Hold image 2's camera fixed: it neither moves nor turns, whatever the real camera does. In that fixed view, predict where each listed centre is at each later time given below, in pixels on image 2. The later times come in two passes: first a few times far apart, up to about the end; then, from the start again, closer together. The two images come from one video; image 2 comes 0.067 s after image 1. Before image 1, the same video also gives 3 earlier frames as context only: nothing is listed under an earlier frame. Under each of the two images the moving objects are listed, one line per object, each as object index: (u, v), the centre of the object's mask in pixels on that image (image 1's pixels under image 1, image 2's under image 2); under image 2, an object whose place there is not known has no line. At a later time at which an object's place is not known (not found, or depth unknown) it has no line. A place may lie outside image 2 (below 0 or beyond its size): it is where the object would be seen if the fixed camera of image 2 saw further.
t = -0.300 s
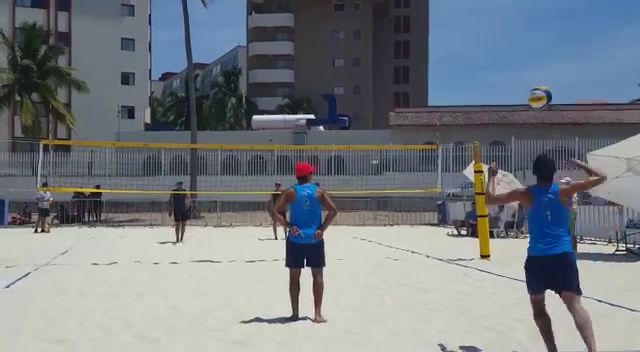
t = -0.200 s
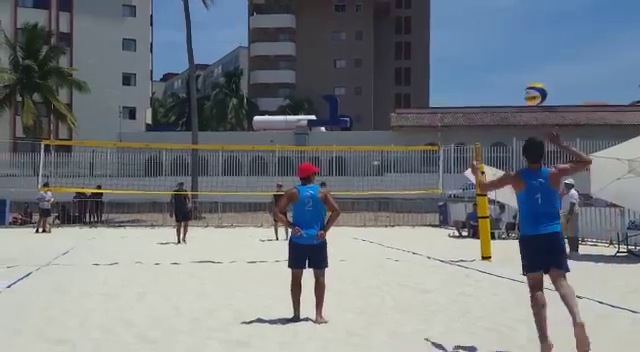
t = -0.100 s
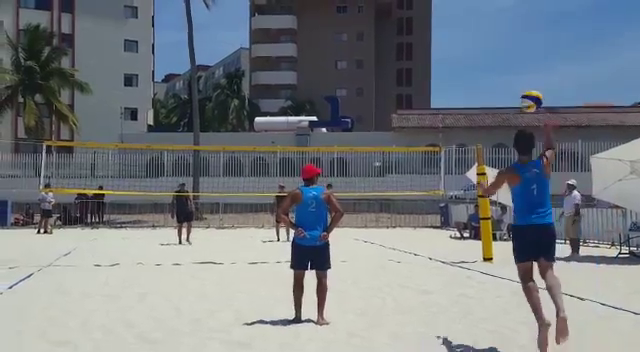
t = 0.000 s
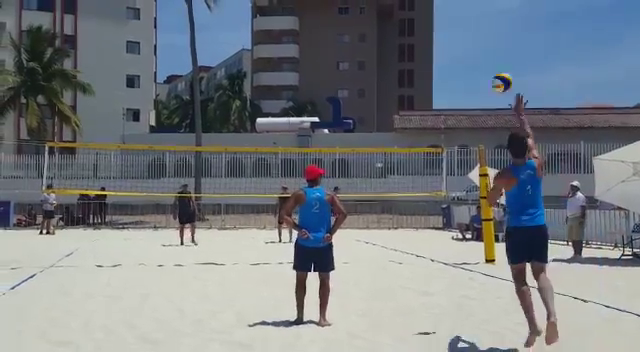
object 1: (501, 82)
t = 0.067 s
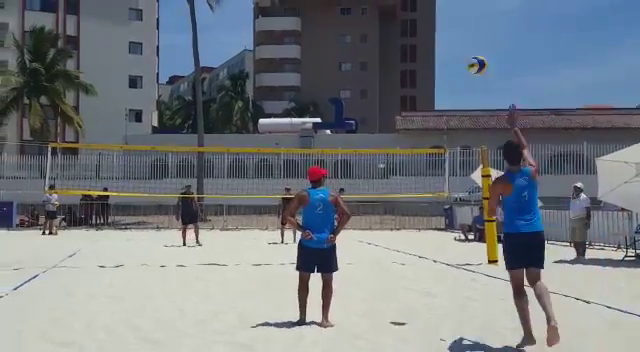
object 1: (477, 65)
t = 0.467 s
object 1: (380, 51)
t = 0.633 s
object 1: (356, 74)
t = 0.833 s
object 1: (334, 112)
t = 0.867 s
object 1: (330, 120)
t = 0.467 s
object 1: (380, 51)
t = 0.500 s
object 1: (375, 55)
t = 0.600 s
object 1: (360, 69)
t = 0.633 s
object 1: (356, 74)
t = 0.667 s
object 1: (352, 80)
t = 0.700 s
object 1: (348, 86)
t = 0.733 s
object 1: (344, 92)
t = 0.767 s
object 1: (340, 99)
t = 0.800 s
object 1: (337, 106)
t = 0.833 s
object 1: (334, 112)
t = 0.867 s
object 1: (330, 120)
